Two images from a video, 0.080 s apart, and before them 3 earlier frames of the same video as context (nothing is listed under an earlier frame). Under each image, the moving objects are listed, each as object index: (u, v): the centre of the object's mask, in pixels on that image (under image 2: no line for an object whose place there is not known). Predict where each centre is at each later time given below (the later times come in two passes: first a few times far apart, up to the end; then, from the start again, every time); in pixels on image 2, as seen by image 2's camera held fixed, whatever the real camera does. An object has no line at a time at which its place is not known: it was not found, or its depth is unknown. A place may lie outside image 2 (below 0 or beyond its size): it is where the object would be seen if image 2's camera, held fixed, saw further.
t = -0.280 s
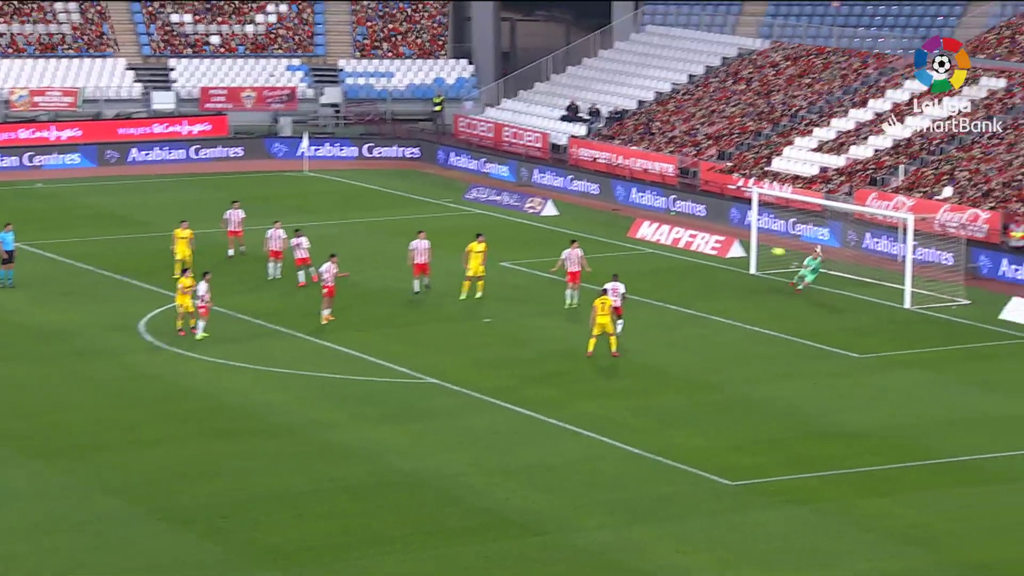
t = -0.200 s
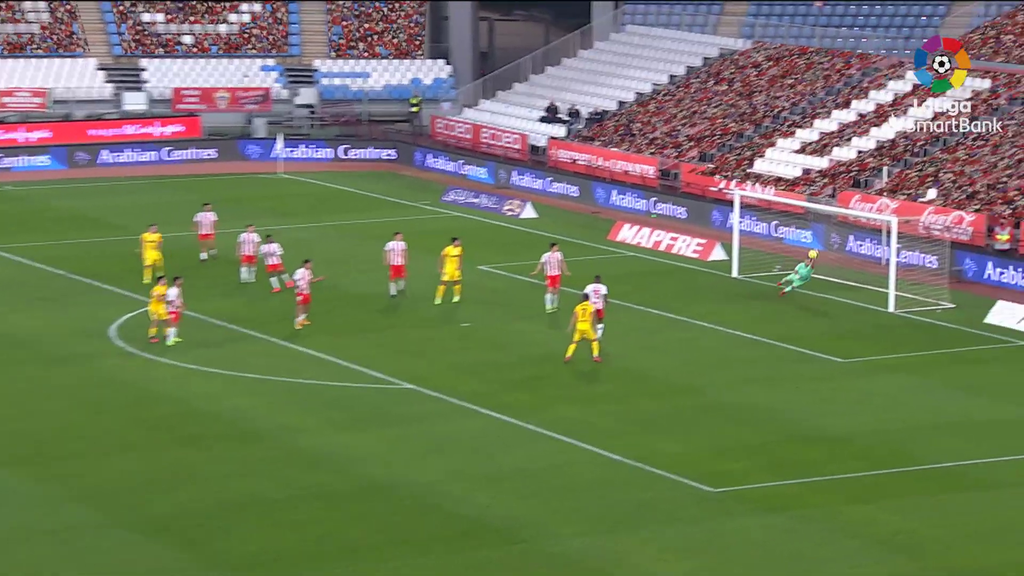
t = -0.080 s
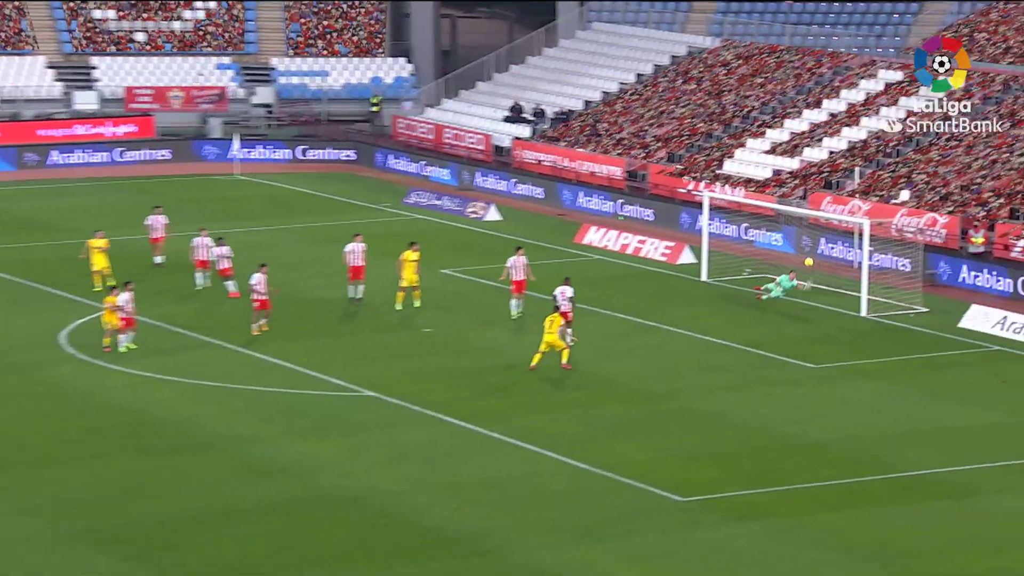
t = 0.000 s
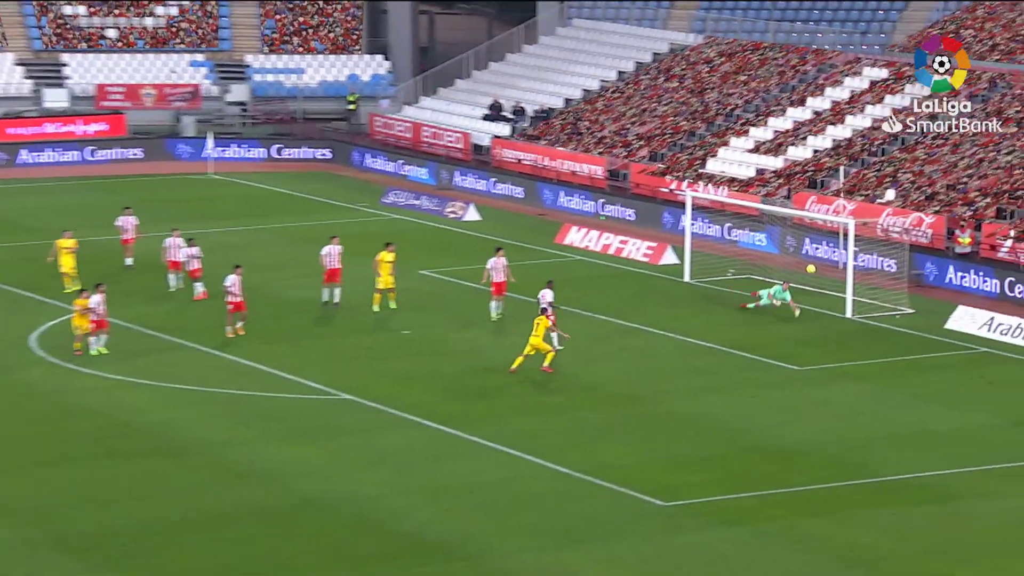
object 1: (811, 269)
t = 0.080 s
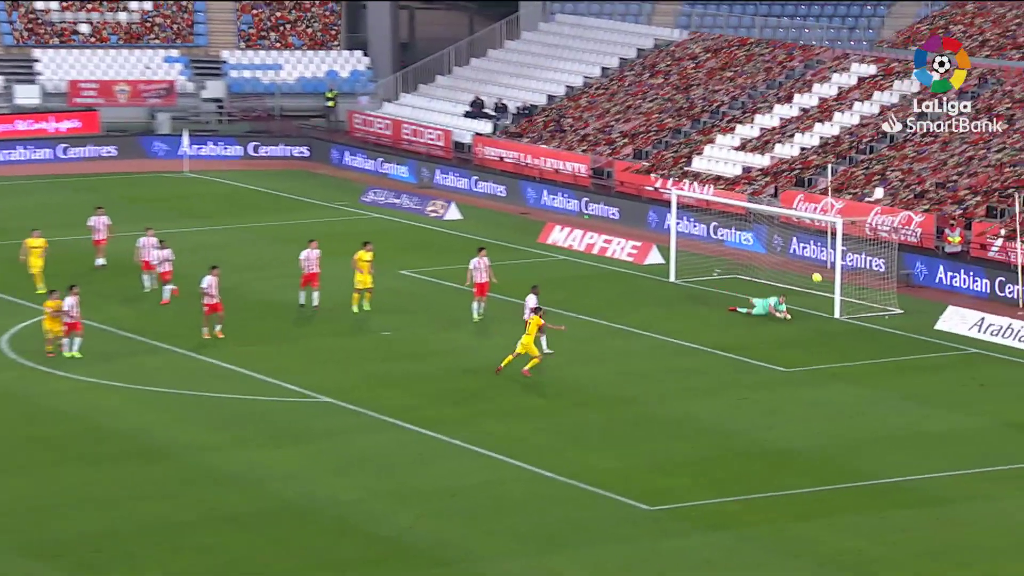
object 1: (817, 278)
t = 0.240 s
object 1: (855, 304)
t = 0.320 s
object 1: (875, 321)
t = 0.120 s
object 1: (826, 283)
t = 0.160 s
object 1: (835, 289)
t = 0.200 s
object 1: (846, 296)
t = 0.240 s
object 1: (855, 304)
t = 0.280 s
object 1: (865, 312)
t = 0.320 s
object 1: (875, 321)
